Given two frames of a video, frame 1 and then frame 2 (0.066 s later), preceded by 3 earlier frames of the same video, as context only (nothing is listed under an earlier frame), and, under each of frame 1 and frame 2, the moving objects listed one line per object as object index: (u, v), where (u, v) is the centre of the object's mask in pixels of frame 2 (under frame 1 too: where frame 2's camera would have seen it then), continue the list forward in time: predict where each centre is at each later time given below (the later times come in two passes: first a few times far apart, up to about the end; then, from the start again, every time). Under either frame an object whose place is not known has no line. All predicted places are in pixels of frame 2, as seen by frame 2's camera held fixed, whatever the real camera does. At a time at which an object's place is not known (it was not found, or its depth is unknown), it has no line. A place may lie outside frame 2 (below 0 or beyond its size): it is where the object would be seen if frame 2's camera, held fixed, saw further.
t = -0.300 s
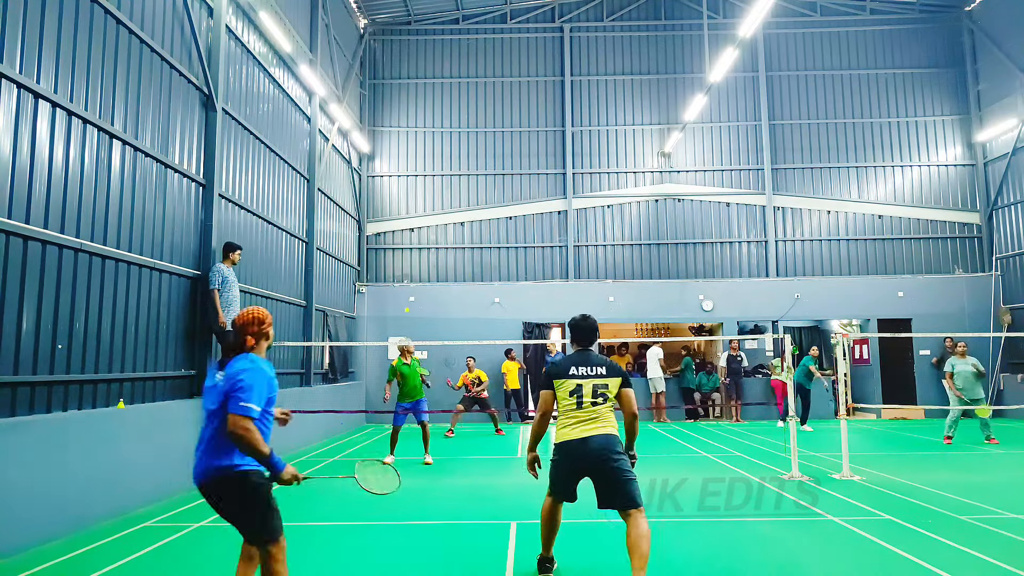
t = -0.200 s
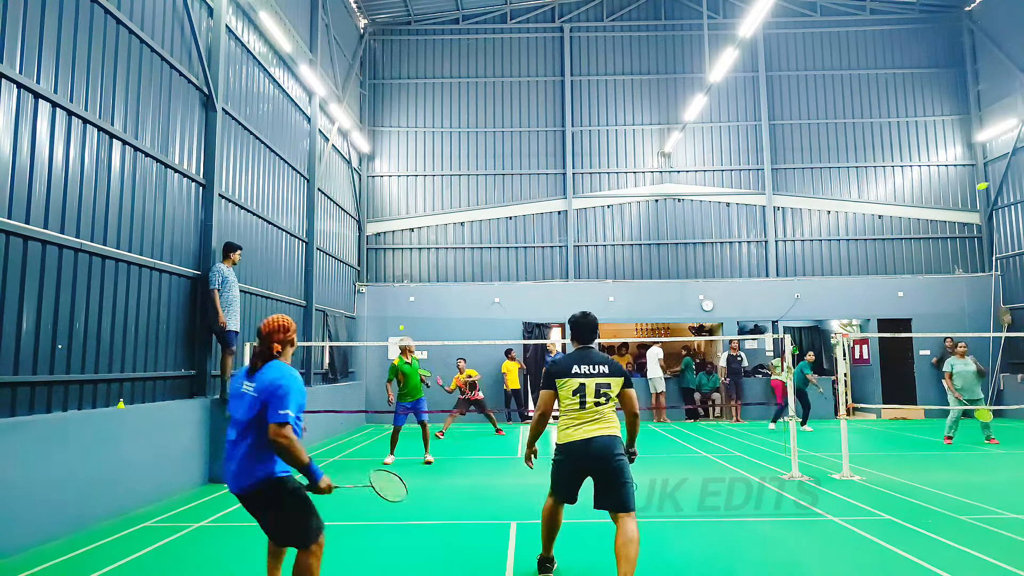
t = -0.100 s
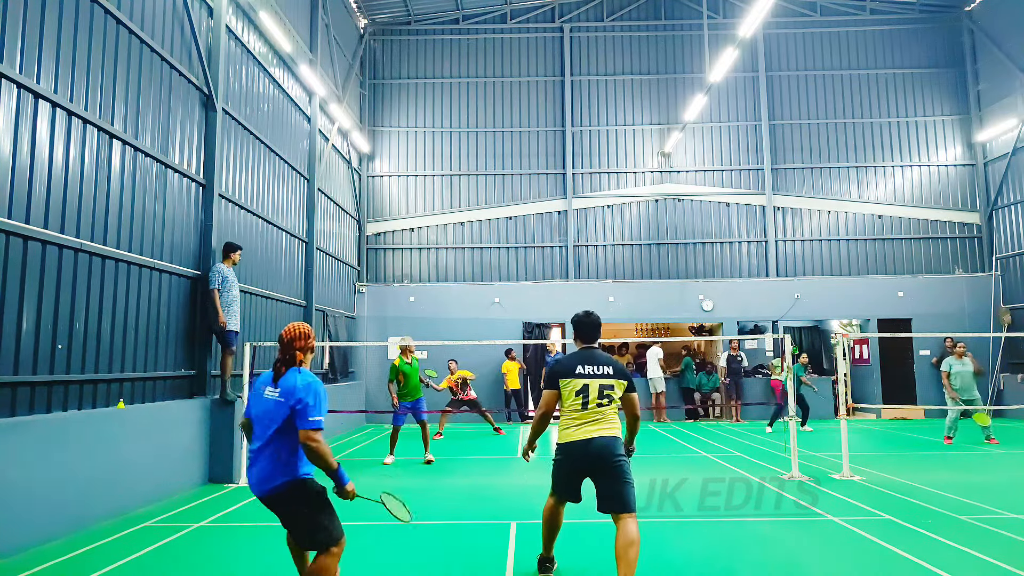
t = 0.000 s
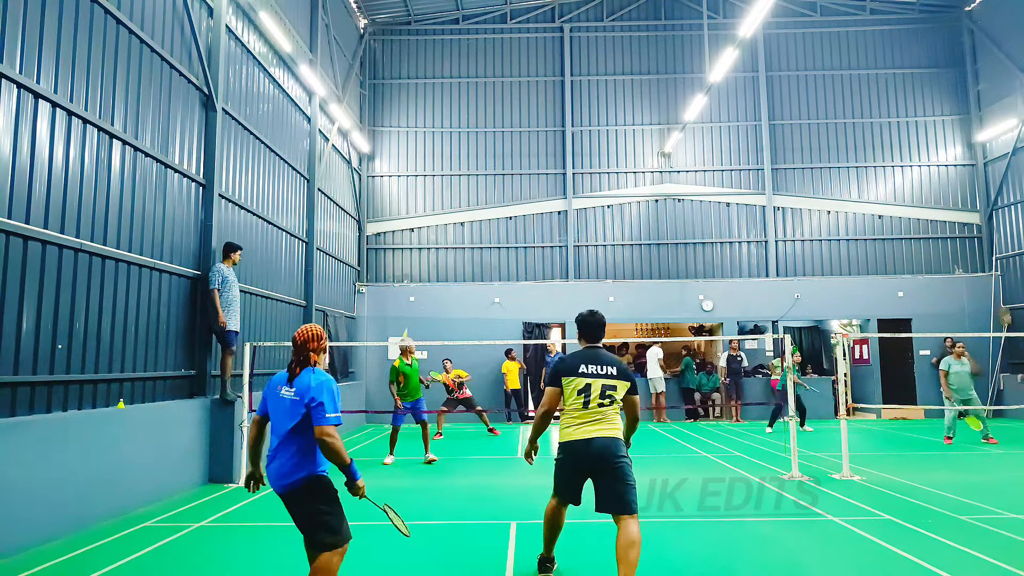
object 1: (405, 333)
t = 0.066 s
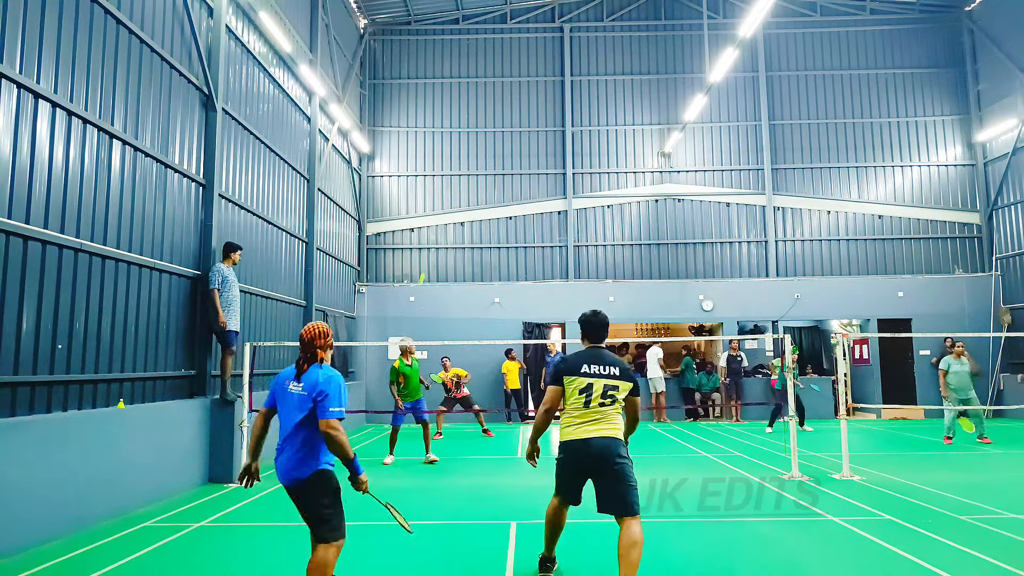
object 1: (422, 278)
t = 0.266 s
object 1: (465, 151)
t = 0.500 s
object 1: (514, 52)
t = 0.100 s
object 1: (430, 253)
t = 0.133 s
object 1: (437, 231)
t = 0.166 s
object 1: (445, 209)
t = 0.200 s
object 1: (451, 189)
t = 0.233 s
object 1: (458, 169)
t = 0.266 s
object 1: (465, 151)
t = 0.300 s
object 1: (473, 134)
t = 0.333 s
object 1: (479, 118)
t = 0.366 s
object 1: (486, 102)
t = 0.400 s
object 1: (493, 88)
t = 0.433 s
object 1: (500, 76)
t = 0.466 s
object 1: (507, 63)
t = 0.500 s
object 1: (514, 52)
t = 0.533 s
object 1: (521, 42)
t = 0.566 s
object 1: (528, 33)
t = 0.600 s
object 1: (536, 25)
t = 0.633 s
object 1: (543, 18)
